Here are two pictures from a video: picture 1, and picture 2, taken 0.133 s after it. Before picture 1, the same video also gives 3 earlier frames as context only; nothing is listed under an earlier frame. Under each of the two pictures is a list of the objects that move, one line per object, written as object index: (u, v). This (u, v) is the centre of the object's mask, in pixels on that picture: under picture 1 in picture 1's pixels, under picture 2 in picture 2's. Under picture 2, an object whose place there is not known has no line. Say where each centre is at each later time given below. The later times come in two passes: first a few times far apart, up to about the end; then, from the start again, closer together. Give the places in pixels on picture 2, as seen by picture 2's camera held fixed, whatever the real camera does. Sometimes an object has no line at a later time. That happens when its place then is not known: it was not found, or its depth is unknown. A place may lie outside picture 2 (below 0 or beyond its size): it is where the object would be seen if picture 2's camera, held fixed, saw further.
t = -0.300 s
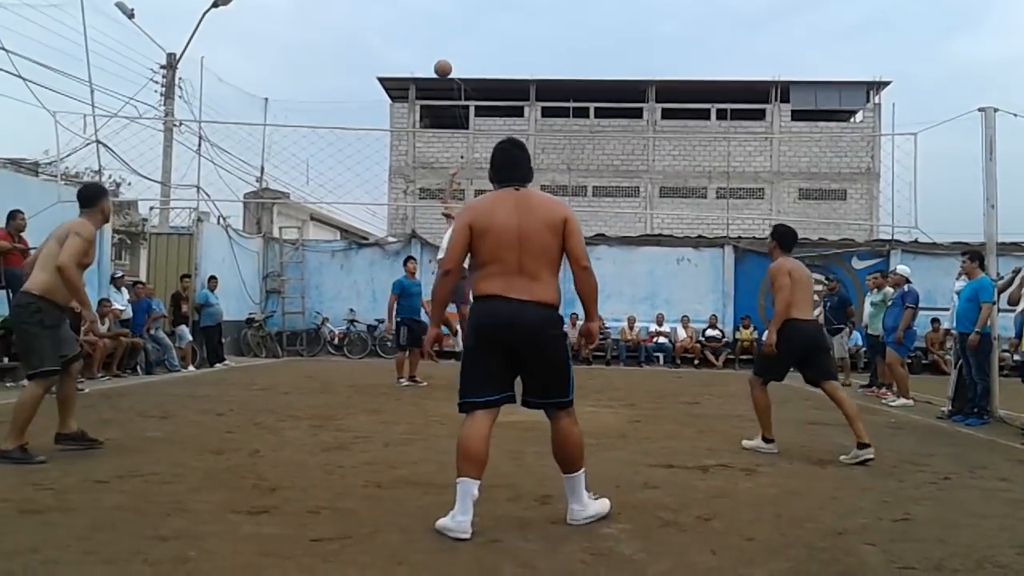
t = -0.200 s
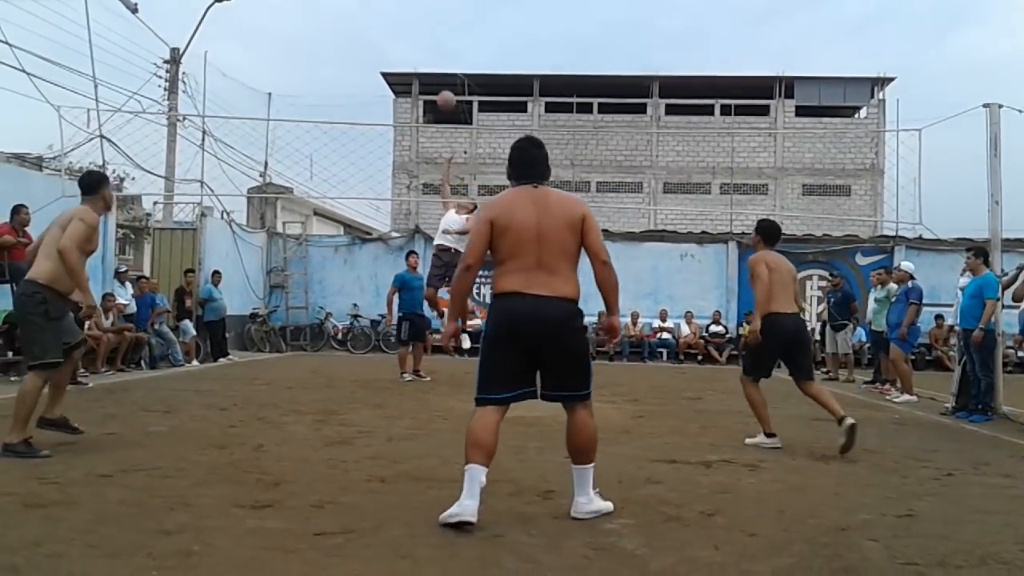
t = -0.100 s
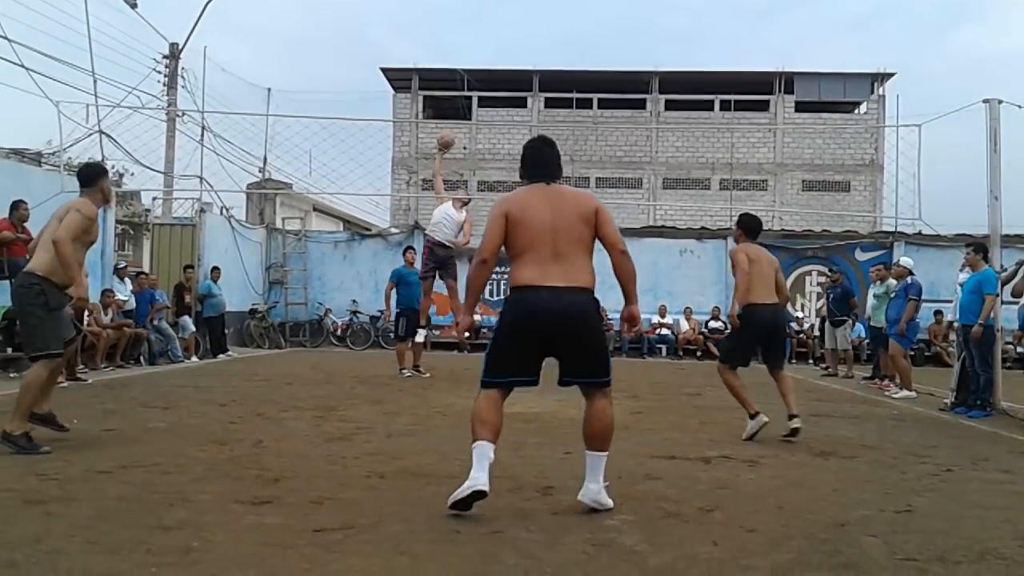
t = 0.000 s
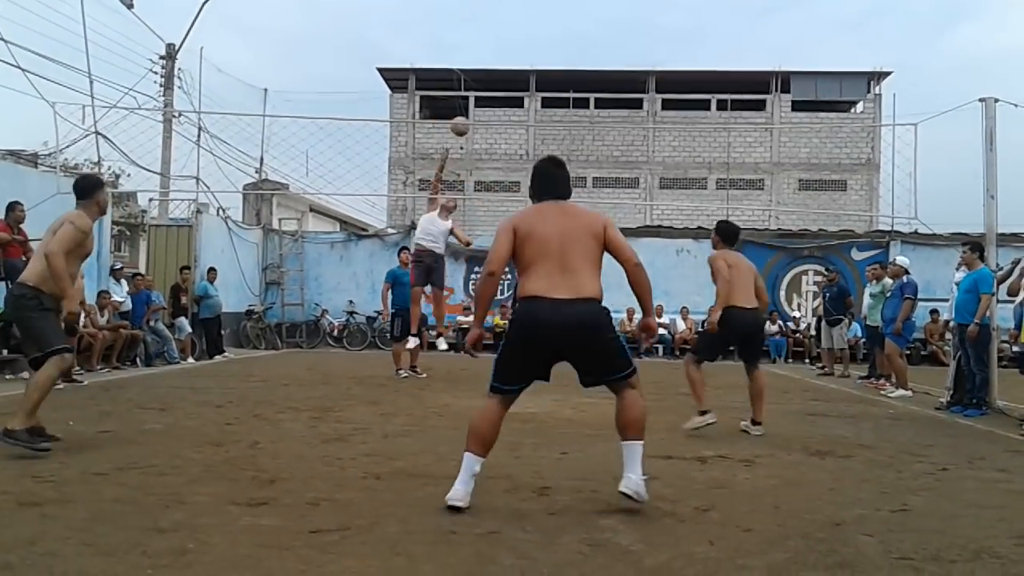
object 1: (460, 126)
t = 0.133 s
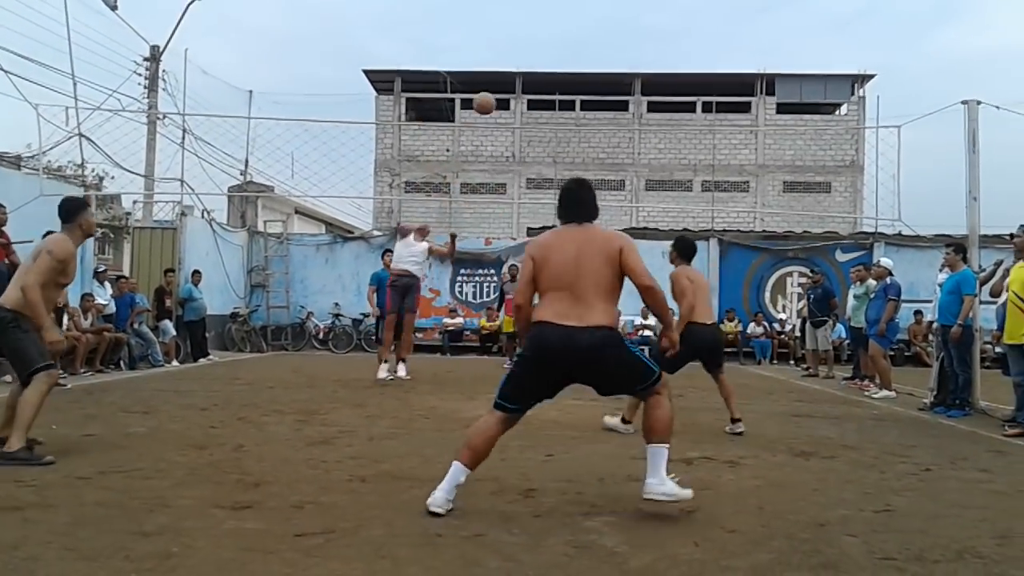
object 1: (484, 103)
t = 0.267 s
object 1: (534, 89)
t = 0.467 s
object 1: (643, 100)
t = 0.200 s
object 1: (507, 95)
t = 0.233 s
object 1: (520, 91)
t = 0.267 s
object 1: (534, 89)
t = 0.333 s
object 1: (565, 88)
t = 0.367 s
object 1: (583, 88)
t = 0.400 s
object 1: (602, 91)
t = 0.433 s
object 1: (622, 94)
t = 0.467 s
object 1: (643, 100)
